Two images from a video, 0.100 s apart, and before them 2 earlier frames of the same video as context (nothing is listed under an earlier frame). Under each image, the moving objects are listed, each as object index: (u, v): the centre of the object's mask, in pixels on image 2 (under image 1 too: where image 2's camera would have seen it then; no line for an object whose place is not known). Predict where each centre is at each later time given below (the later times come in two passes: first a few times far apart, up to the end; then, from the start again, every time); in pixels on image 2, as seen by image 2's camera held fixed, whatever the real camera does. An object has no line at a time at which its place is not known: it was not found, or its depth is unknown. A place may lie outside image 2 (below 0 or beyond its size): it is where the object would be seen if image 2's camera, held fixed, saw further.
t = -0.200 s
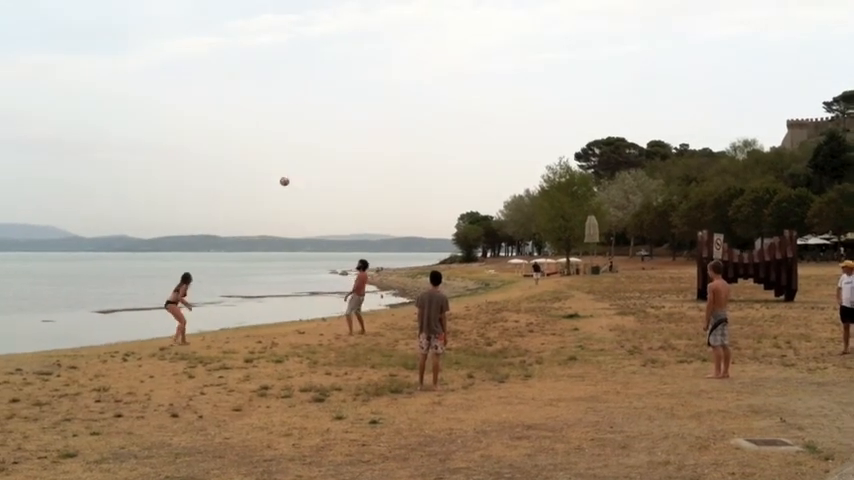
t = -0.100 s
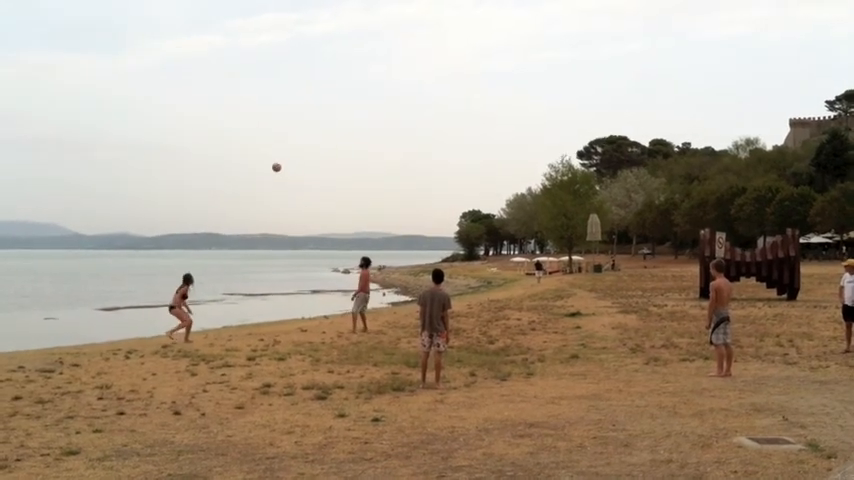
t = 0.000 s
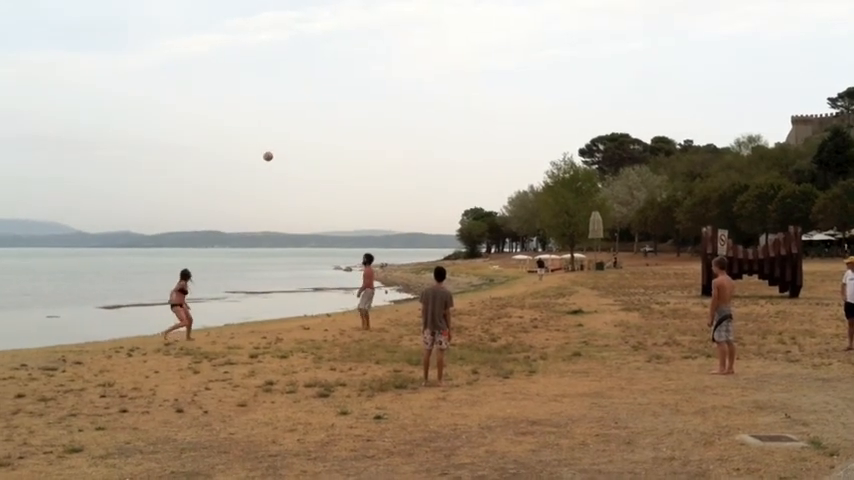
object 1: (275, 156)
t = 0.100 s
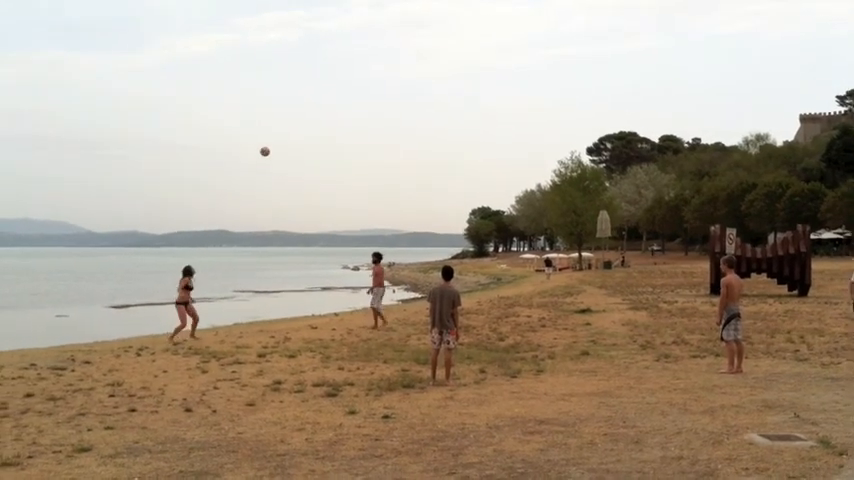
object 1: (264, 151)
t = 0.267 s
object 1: (247, 154)
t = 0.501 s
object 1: (220, 179)
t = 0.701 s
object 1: (197, 224)
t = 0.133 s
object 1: (261, 151)
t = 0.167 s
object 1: (258, 151)
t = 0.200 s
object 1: (254, 151)
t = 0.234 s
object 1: (250, 152)
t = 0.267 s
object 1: (247, 154)
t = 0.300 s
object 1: (243, 156)
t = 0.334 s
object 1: (239, 159)
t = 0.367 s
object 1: (236, 162)
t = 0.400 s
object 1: (232, 165)
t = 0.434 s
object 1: (228, 169)
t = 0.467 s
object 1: (224, 174)
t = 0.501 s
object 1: (220, 179)
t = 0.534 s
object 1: (216, 185)
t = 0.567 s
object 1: (214, 193)
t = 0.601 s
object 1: (210, 199)
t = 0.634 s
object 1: (206, 207)
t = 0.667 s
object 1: (202, 215)
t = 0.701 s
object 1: (197, 224)
